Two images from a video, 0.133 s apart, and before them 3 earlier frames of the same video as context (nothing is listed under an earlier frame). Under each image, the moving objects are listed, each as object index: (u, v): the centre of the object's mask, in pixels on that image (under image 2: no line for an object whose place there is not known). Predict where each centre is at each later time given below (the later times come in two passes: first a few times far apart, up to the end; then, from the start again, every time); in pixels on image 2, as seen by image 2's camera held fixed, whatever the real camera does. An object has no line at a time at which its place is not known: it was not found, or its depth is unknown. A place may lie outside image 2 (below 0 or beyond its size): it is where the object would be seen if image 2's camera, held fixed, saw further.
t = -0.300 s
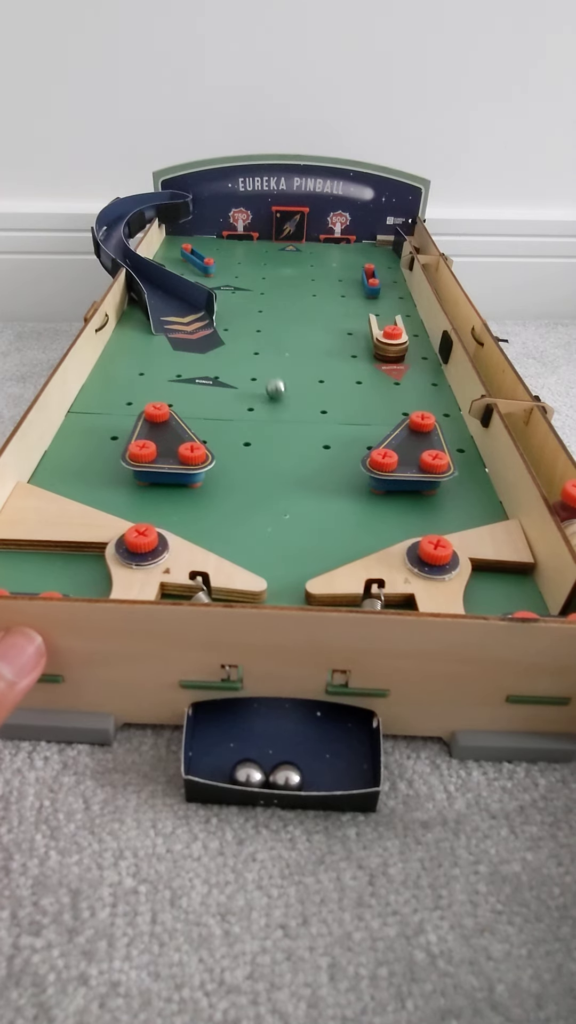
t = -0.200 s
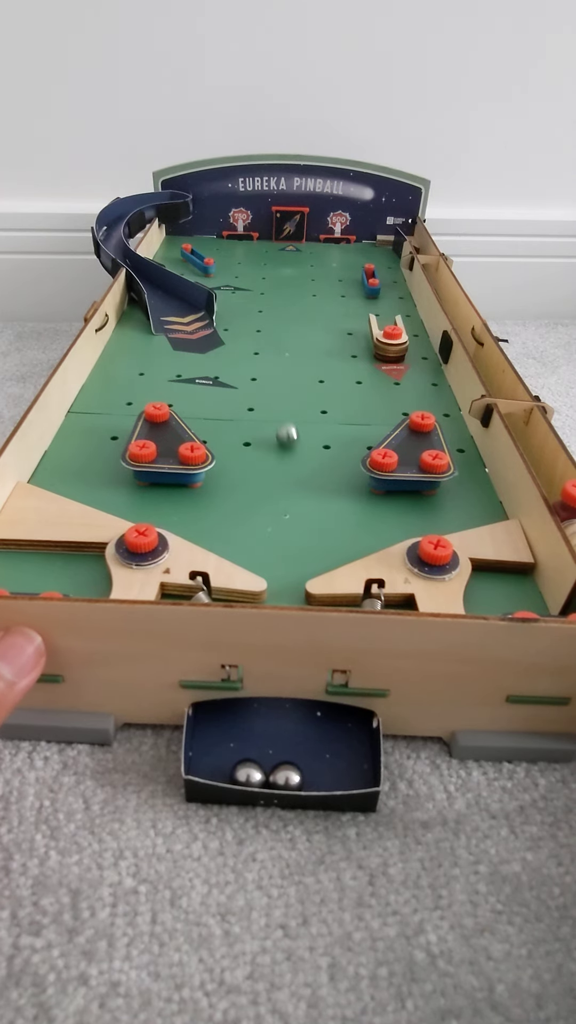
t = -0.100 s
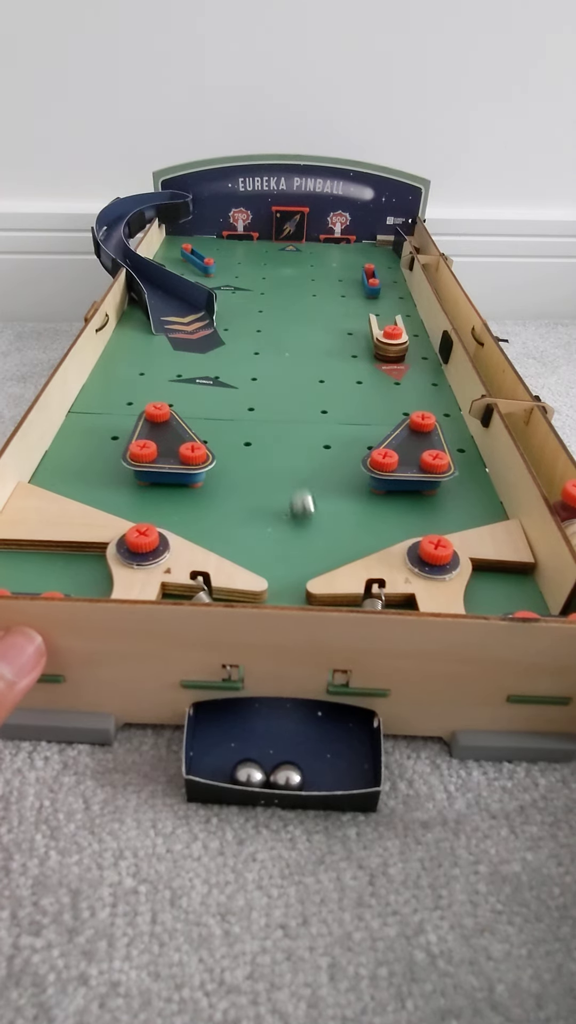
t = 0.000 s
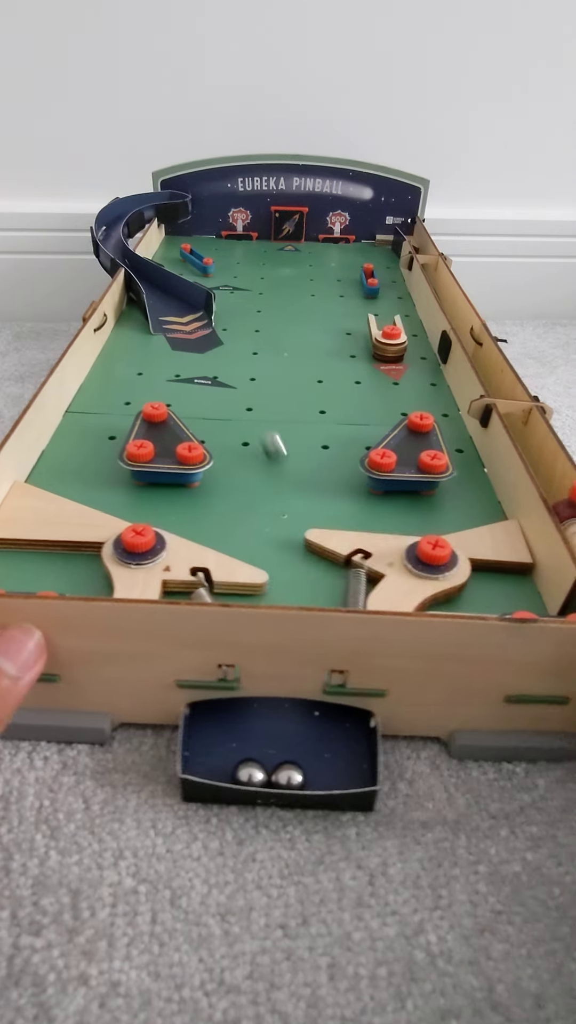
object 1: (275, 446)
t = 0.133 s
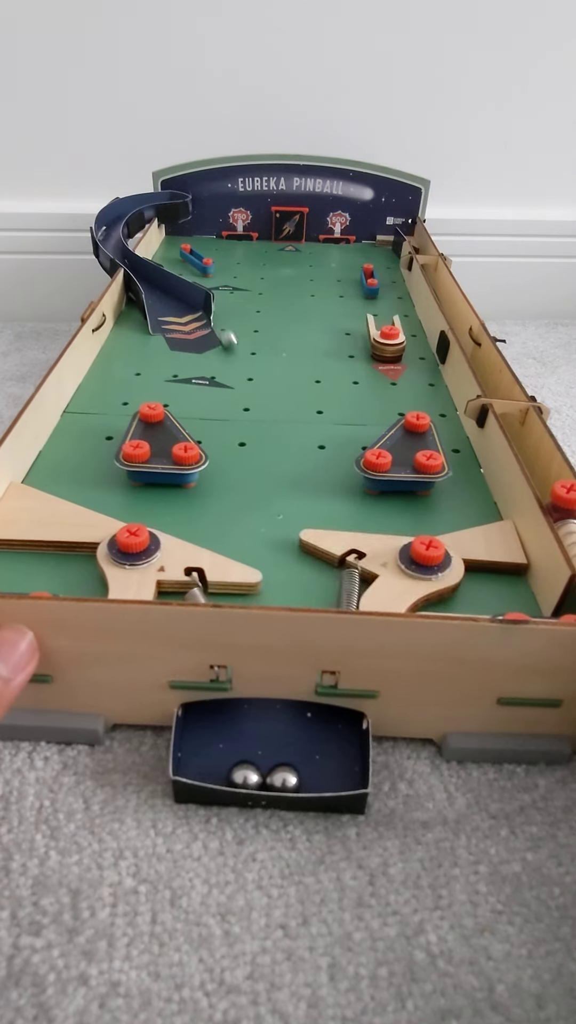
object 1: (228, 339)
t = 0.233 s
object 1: (233, 304)
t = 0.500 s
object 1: (275, 275)
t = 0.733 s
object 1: (300, 271)
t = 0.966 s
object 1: (324, 289)
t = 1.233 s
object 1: (359, 346)
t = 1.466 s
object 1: (340, 427)
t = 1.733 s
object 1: (255, 428)
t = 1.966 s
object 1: (370, 421)
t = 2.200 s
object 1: (386, 418)
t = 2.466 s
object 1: (366, 446)
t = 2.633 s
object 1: (323, 488)
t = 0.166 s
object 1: (221, 326)
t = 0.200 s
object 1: (224, 308)
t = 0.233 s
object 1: (233, 304)
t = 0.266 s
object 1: (242, 304)
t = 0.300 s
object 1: (248, 297)
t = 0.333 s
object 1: (254, 292)
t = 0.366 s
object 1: (259, 288)
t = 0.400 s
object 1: (264, 284)
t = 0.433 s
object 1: (268, 281)
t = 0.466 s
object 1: (272, 278)
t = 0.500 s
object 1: (275, 275)
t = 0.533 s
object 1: (279, 273)
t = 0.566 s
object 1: (283, 272)
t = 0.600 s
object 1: (286, 271)
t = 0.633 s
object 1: (290, 270)
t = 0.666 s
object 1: (293, 270)
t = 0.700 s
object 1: (297, 271)
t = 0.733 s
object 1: (300, 271)
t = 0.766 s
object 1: (303, 272)
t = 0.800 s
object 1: (307, 274)
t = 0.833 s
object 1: (310, 276)
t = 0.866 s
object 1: (314, 278)
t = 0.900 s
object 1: (317, 281)
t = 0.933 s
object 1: (321, 285)
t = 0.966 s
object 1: (324, 289)
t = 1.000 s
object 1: (328, 293)
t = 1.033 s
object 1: (331, 299)
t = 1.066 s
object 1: (335, 305)
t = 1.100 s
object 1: (339, 311)
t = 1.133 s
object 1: (343, 318)
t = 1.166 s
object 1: (348, 327)
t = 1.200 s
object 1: (353, 336)
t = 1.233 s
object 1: (359, 346)
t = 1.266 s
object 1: (365, 357)
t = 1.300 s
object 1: (372, 371)
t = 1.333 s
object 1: (379, 386)
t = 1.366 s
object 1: (387, 404)
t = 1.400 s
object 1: (392, 419)
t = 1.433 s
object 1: (373, 423)
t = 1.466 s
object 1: (340, 427)
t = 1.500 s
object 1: (310, 430)
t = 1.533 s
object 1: (281, 434)
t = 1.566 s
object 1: (251, 438)
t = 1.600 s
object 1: (219, 444)
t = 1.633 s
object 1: (205, 443)
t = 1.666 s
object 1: (219, 439)
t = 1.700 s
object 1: (238, 432)
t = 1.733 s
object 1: (255, 428)
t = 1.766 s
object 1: (272, 424)
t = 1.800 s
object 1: (289, 421)
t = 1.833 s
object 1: (305, 419)
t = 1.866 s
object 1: (321, 419)
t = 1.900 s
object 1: (337, 419)
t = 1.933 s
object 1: (353, 419)
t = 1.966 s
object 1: (370, 421)
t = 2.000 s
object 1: (385, 422)
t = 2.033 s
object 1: (394, 421)
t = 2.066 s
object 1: (391, 420)
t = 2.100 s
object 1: (390, 419)
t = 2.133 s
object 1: (389, 418)
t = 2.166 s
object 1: (388, 417)
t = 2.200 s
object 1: (386, 418)
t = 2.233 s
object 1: (384, 419)
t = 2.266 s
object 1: (383, 421)
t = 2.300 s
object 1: (381, 424)
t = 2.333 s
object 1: (379, 427)
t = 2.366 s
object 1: (377, 431)
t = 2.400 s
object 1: (376, 435)
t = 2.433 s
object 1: (373, 441)
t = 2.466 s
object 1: (366, 446)
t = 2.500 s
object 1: (358, 452)
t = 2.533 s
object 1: (350, 463)
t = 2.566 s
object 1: (343, 471)
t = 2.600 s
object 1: (333, 479)
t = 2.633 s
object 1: (323, 488)
